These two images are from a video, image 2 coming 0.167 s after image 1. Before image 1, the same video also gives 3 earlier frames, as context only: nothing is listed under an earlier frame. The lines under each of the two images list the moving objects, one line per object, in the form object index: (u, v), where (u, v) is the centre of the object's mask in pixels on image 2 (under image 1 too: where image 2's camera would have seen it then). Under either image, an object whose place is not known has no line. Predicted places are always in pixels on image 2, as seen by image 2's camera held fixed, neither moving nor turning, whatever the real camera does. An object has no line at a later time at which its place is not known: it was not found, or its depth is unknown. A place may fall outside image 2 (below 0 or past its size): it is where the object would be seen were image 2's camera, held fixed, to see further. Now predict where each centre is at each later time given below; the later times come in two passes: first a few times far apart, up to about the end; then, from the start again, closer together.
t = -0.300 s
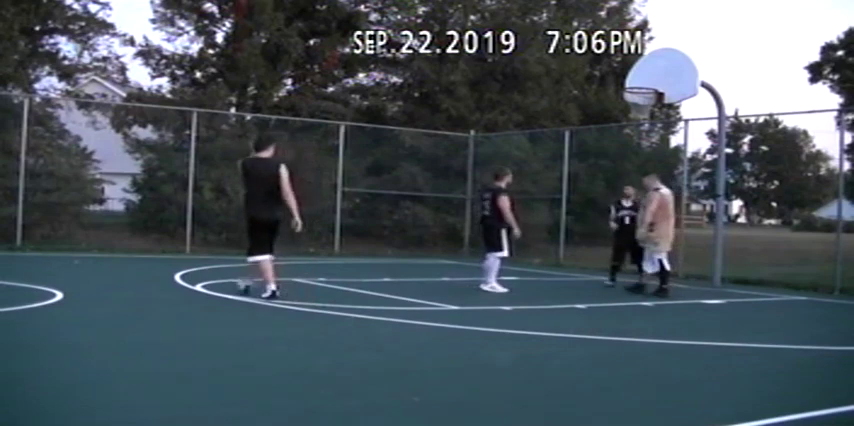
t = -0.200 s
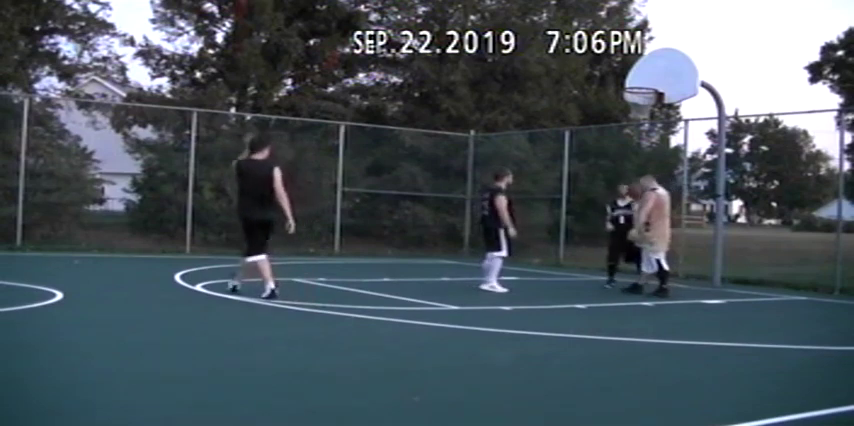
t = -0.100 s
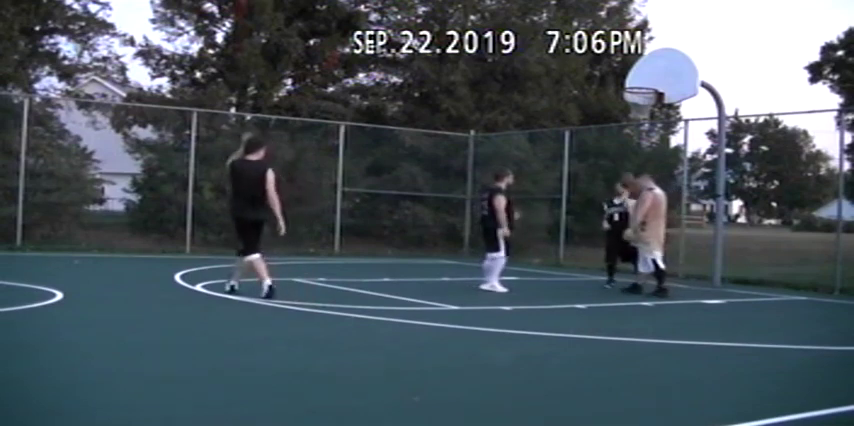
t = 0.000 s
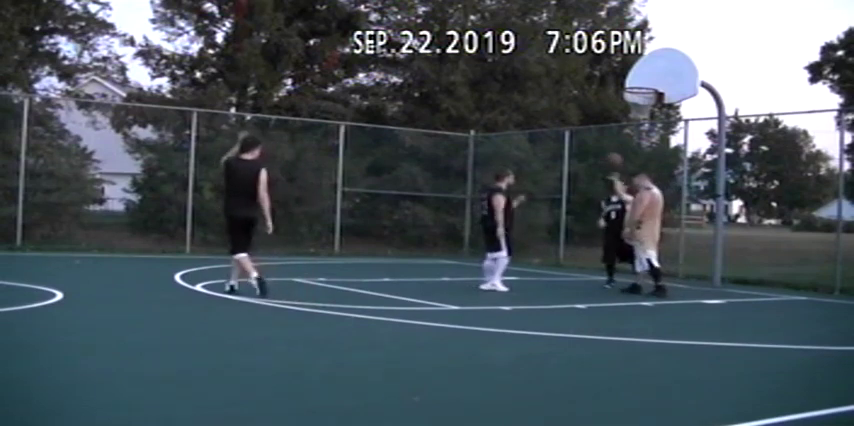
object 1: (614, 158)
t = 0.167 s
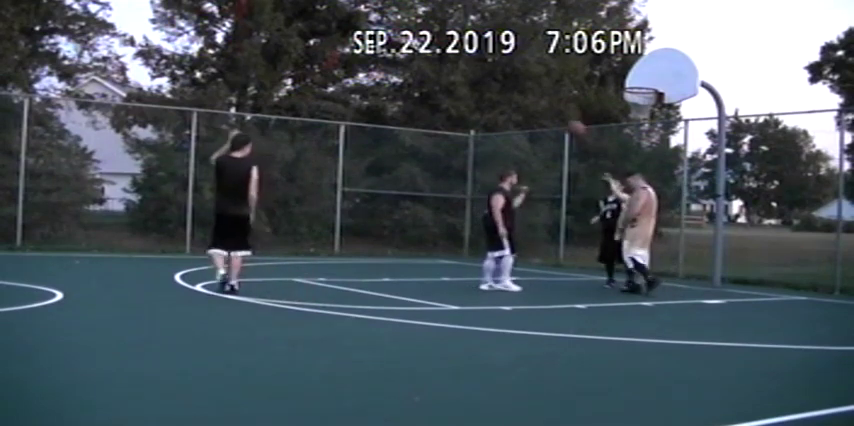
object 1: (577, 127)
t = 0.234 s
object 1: (561, 120)
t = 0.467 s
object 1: (504, 115)
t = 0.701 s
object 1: (440, 150)
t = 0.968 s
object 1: (359, 244)
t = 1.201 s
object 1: (321, 224)
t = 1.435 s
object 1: (297, 176)
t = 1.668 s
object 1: (270, 168)
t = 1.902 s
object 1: (239, 205)
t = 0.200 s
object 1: (569, 123)
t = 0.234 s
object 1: (561, 120)
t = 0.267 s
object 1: (553, 117)
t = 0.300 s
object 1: (545, 115)
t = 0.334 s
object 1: (536, 114)
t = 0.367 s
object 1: (529, 113)
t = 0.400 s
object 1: (520, 113)
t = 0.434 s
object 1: (512, 113)
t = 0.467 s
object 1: (504, 115)
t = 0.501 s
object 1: (494, 119)
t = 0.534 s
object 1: (486, 121)
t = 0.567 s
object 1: (476, 126)
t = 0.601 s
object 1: (467, 130)
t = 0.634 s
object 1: (458, 136)
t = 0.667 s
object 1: (449, 142)
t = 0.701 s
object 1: (440, 150)
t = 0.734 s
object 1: (430, 159)
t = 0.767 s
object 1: (420, 168)
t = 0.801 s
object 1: (411, 179)
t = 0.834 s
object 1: (400, 190)
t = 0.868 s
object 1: (390, 202)
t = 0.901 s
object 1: (380, 215)
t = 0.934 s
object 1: (370, 229)
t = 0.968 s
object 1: (359, 244)
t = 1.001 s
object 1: (348, 262)
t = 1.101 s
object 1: (329, 259)
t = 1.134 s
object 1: (327, 246)
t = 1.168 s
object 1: (324, 234)
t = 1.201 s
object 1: (321, 224)
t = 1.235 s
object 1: (318, 215)
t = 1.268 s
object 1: (314, 206)
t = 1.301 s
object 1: (311, 199)
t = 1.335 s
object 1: (306, 191)
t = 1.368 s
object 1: (303, 185)
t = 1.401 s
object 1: (300, 180)
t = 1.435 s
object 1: (297, 176)
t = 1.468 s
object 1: (293, 172)
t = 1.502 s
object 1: (289, 169)
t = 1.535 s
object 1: (284, 167)
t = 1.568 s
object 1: (282, 167)
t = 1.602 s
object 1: (278, 166)
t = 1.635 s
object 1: (274, 167)
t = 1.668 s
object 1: (270, 168)
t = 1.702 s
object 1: (266, 171)
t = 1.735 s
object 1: (261, 174)
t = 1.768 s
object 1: (256, 179)
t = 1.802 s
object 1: (252, 183)
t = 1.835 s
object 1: (248, 189)
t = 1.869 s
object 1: (243, 196)
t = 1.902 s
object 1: (239, 205)
